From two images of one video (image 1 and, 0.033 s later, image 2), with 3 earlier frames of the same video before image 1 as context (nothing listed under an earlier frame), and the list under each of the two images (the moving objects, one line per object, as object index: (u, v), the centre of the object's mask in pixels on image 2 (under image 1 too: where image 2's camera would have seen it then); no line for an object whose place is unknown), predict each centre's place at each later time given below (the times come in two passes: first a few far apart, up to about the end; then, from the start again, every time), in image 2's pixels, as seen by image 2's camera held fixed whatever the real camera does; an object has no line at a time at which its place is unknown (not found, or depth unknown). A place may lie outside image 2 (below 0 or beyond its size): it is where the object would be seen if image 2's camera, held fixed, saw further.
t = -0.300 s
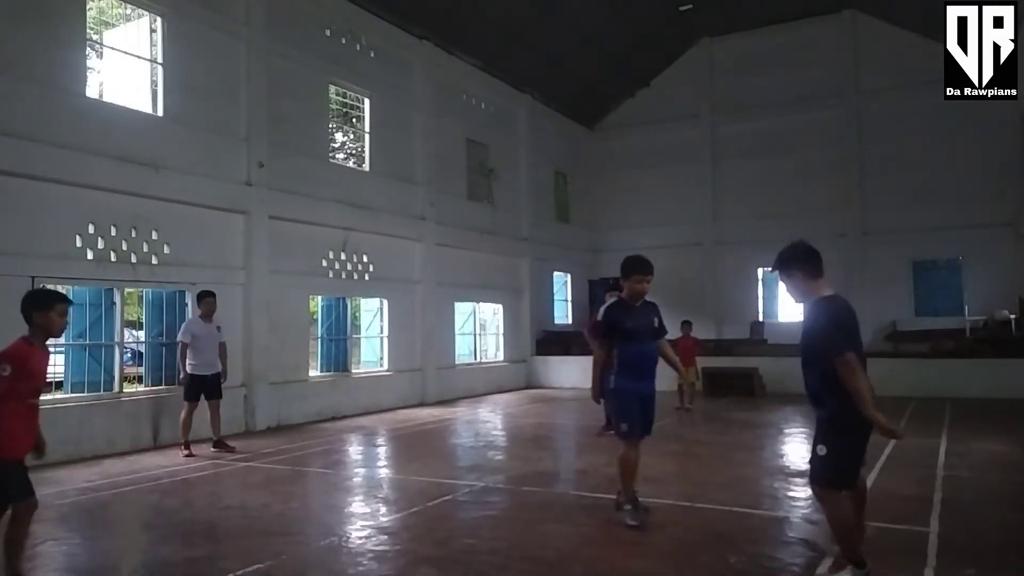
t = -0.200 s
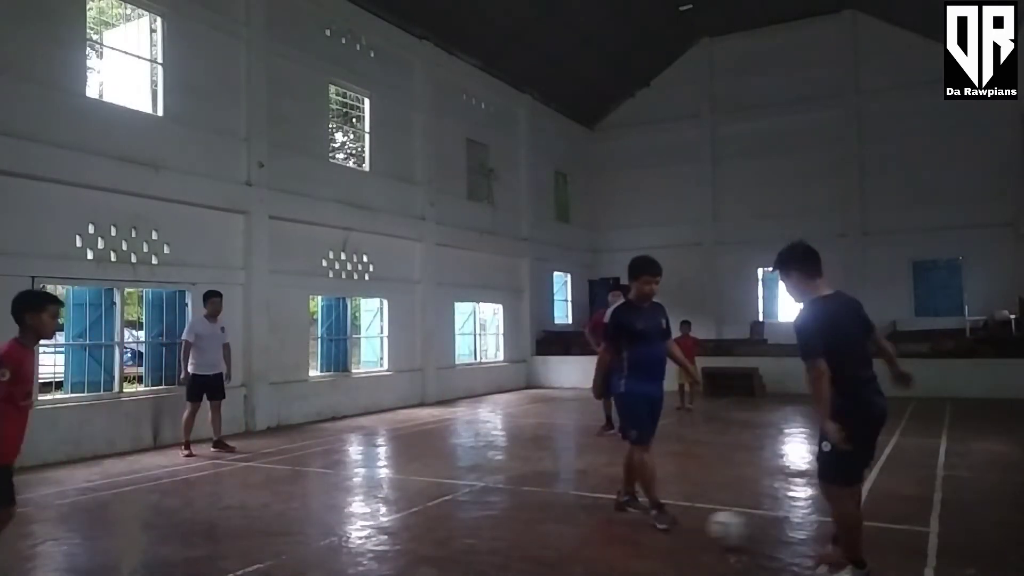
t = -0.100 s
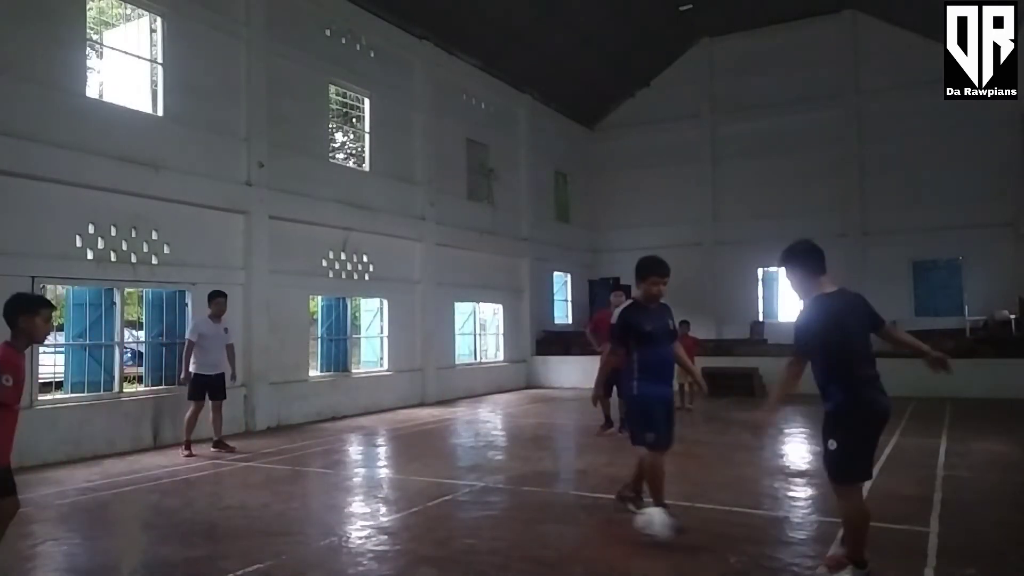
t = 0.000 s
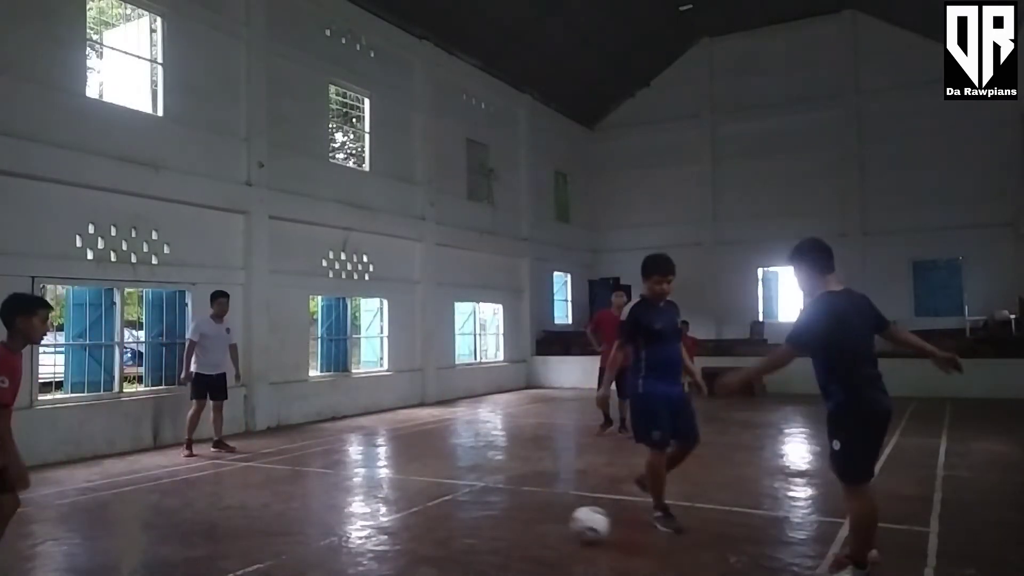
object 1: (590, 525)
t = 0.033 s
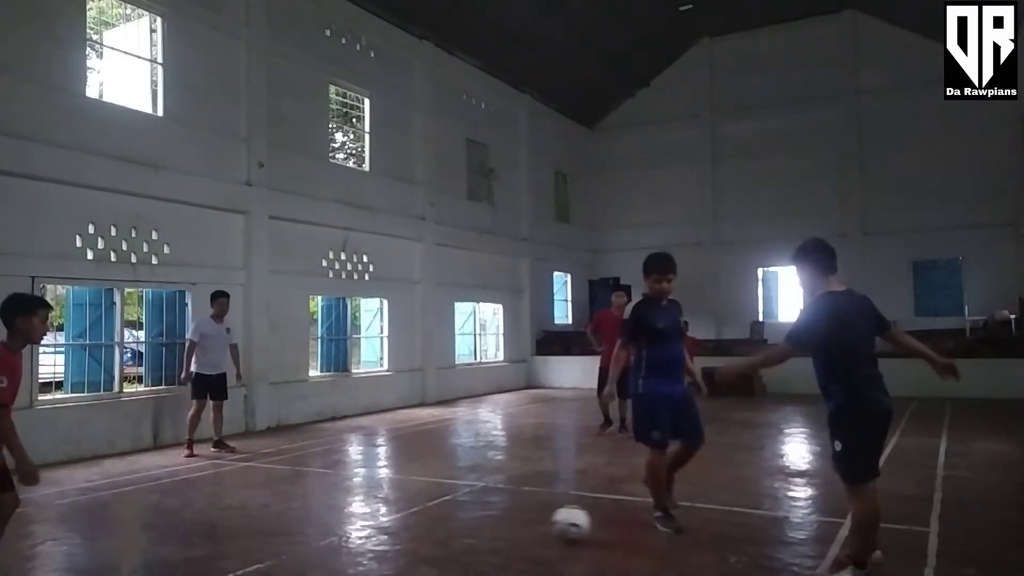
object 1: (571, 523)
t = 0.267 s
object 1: (467, 518)
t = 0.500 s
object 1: (381, 517)
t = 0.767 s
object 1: (287, 511)
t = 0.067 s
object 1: (554, 523)
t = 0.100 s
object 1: (537, 522)
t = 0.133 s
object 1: (522, 521)
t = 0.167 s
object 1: (507, 521)
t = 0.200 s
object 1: (495, 520)
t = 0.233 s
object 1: (481, 519)
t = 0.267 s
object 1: (467, 518)
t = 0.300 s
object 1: (454, 519)
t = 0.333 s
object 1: (442, 517)
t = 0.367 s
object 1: (428, 517)
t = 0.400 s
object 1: (417, 518)
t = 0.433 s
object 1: (404, 516)
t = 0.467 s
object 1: (392, 518)
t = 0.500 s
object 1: (381, 517)
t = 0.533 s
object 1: (367, 515)
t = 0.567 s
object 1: (355, 515)
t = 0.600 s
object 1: (342, 515)
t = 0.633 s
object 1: (330, 516)
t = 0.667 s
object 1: (320, 515)
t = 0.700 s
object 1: (308, 514)
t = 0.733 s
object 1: (298, 513)
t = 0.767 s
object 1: (287, 511)
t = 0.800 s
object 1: (275, 511)
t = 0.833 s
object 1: (264, 511)
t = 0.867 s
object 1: (252, 510)
